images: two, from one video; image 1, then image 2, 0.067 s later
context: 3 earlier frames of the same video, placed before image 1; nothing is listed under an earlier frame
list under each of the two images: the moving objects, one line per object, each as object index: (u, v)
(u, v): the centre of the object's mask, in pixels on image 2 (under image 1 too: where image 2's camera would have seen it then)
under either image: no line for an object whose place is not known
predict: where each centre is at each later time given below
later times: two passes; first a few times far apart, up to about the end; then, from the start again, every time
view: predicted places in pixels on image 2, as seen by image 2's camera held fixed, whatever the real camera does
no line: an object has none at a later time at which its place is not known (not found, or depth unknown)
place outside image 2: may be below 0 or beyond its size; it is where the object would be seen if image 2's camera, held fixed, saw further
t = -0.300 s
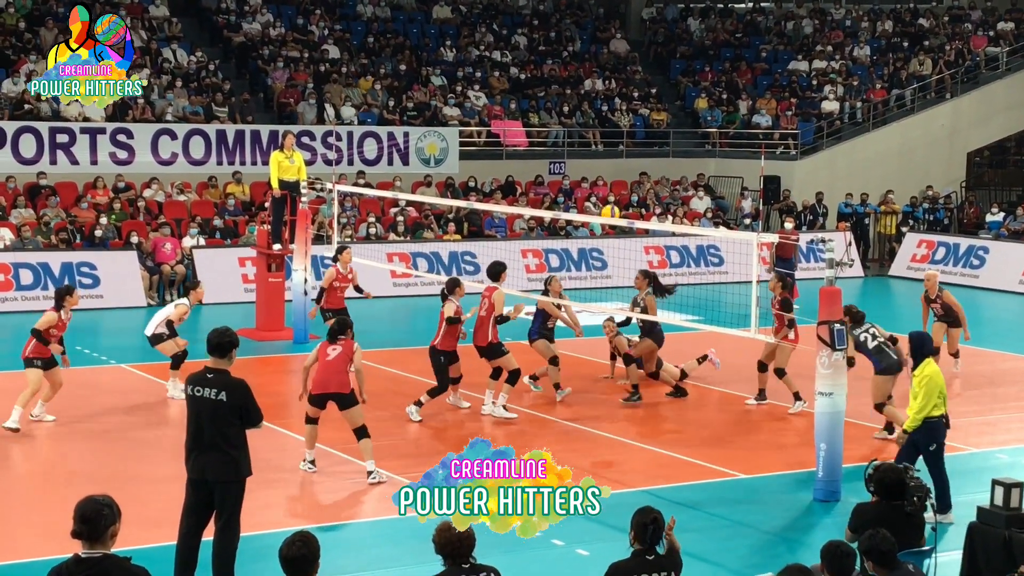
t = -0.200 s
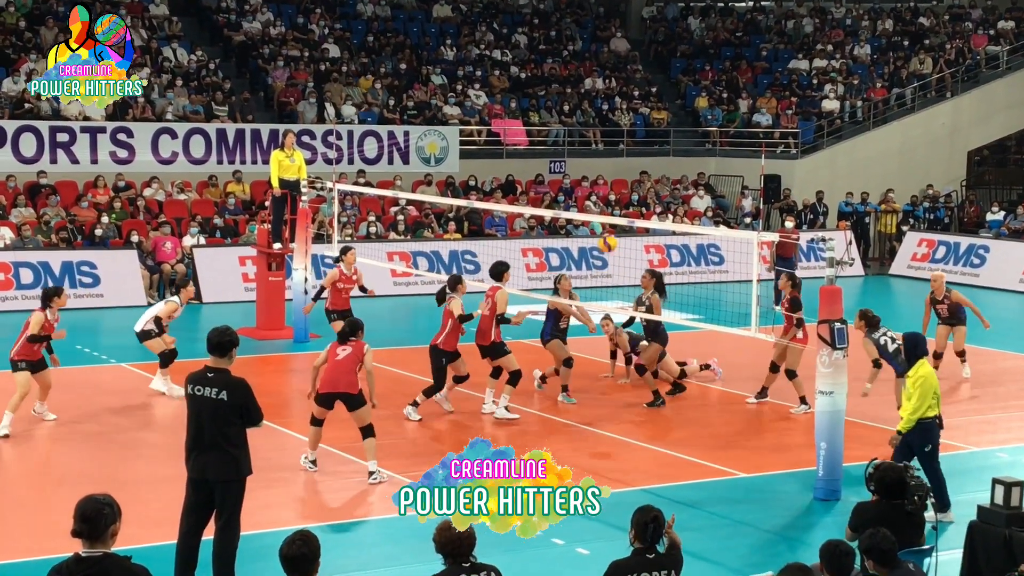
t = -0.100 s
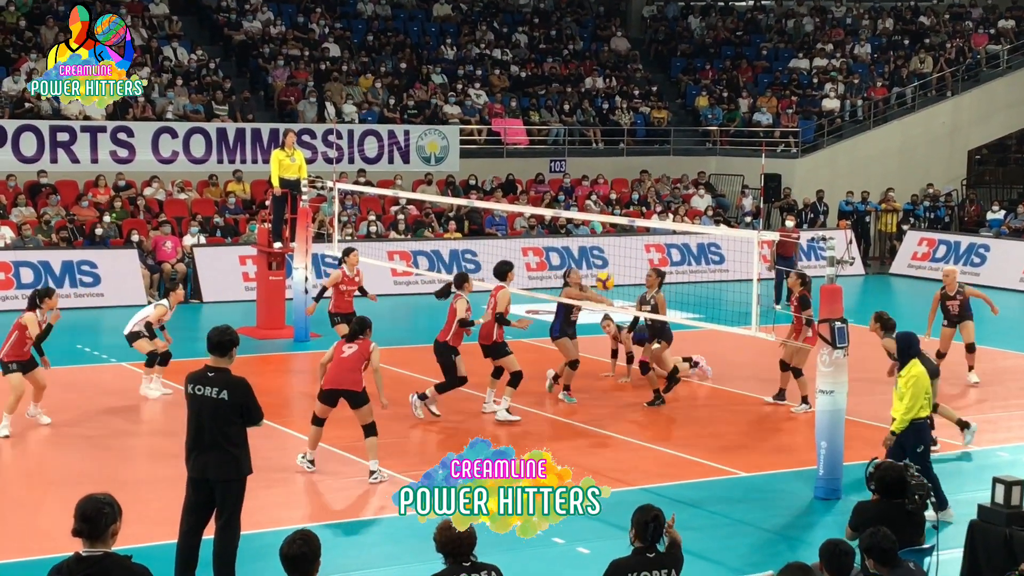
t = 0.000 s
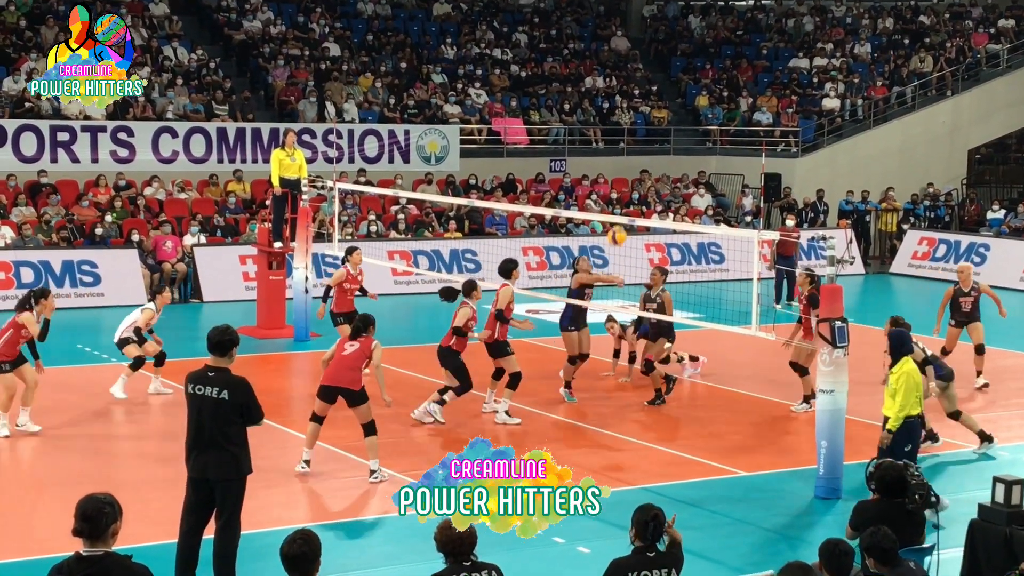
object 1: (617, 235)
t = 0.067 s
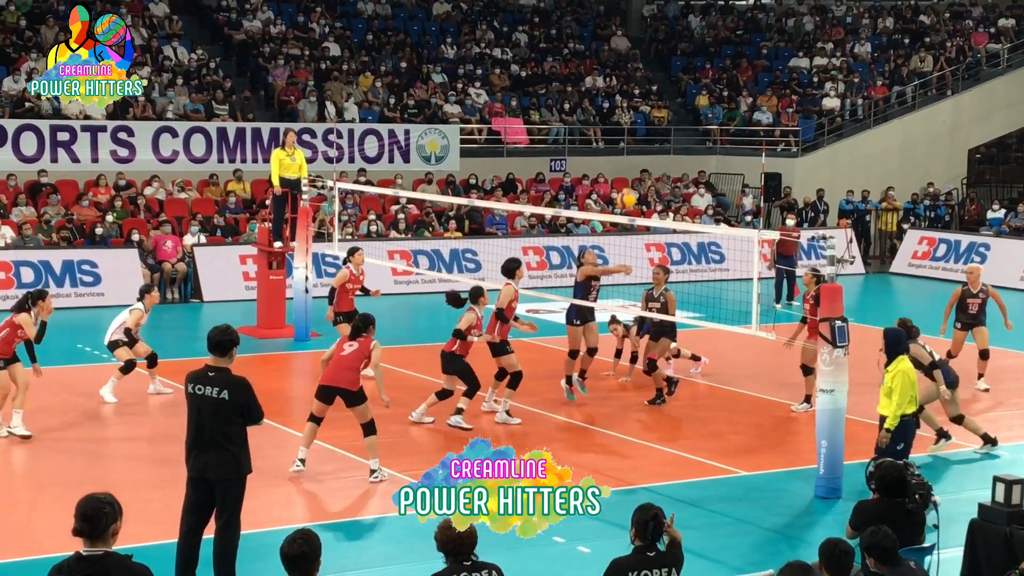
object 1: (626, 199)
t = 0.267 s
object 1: (656, 112)
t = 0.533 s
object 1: (694, 50)
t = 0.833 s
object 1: (735, 57)
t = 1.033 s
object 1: (761, 108)
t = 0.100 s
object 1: (631, 182)
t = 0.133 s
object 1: (636, 165)
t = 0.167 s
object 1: (641, 150)
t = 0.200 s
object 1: (646, 137)
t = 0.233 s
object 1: (651, 124)
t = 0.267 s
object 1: (656, 112)
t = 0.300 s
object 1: (661, 100)
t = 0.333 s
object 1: (666, 90)
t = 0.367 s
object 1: (670, 80)
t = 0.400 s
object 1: (675, 73)
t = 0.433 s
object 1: (680, 66)
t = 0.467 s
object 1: (685, 59)
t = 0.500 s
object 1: (689, 54)
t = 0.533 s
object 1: (694, 50)
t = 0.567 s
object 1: (699, 47)
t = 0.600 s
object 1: (704, 44)
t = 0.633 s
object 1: (708, 43)
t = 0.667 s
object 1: (713, 43)
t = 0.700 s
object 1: (717, 44)
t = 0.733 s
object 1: (722, 45)
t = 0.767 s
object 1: (726, 48)
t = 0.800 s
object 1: (731, 52)
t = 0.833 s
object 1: (735, 57)
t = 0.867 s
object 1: (740, 63)
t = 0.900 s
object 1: (744, 70)
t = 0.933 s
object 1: (748, 78)
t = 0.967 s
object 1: (753, 87)
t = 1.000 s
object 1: (757, 97)
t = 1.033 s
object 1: (761, 108)
